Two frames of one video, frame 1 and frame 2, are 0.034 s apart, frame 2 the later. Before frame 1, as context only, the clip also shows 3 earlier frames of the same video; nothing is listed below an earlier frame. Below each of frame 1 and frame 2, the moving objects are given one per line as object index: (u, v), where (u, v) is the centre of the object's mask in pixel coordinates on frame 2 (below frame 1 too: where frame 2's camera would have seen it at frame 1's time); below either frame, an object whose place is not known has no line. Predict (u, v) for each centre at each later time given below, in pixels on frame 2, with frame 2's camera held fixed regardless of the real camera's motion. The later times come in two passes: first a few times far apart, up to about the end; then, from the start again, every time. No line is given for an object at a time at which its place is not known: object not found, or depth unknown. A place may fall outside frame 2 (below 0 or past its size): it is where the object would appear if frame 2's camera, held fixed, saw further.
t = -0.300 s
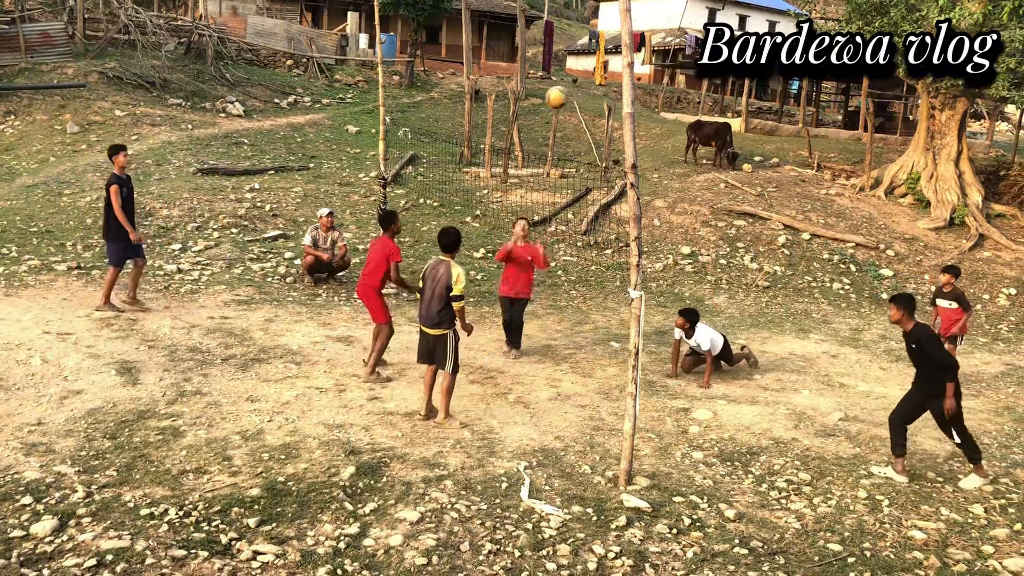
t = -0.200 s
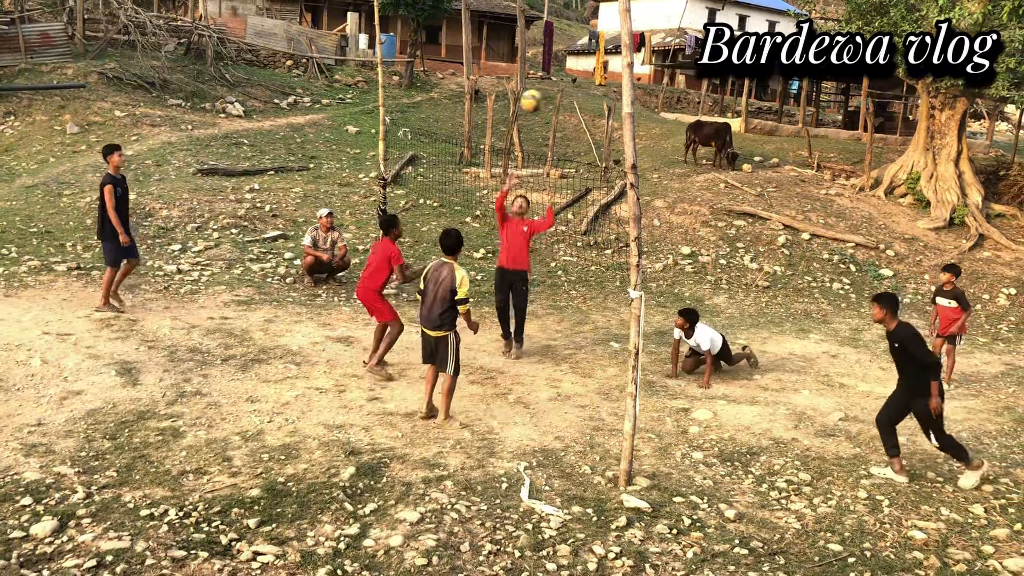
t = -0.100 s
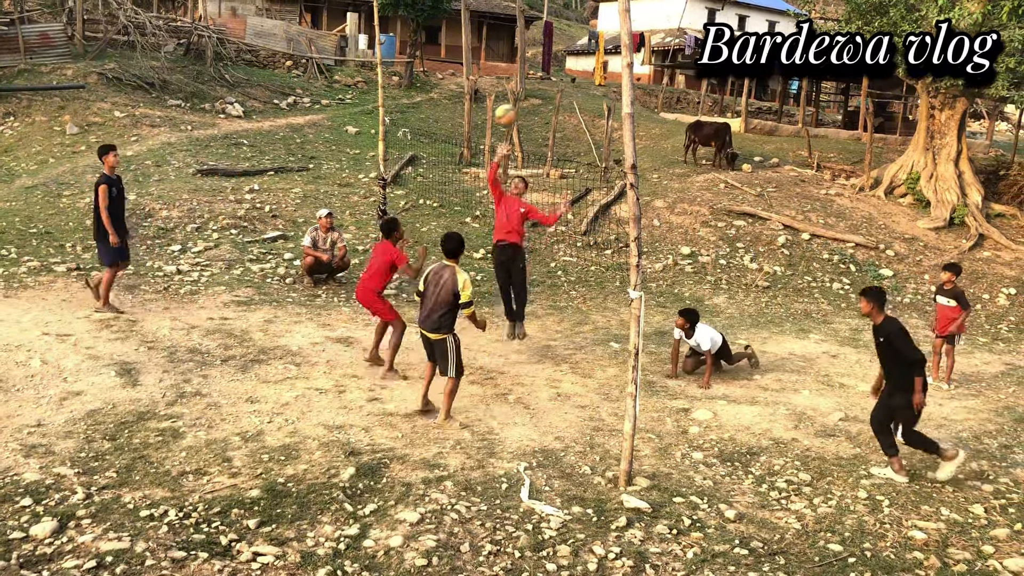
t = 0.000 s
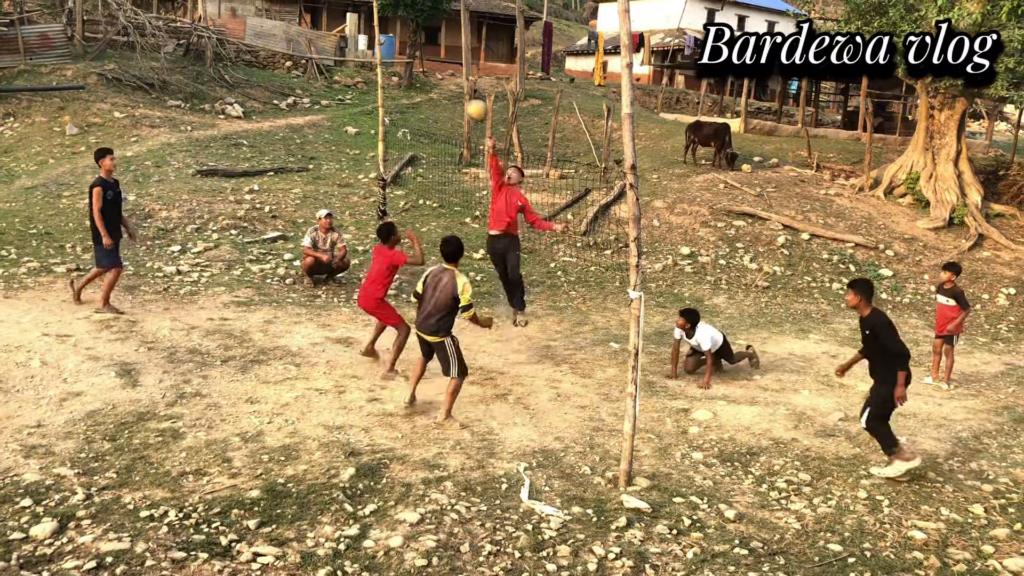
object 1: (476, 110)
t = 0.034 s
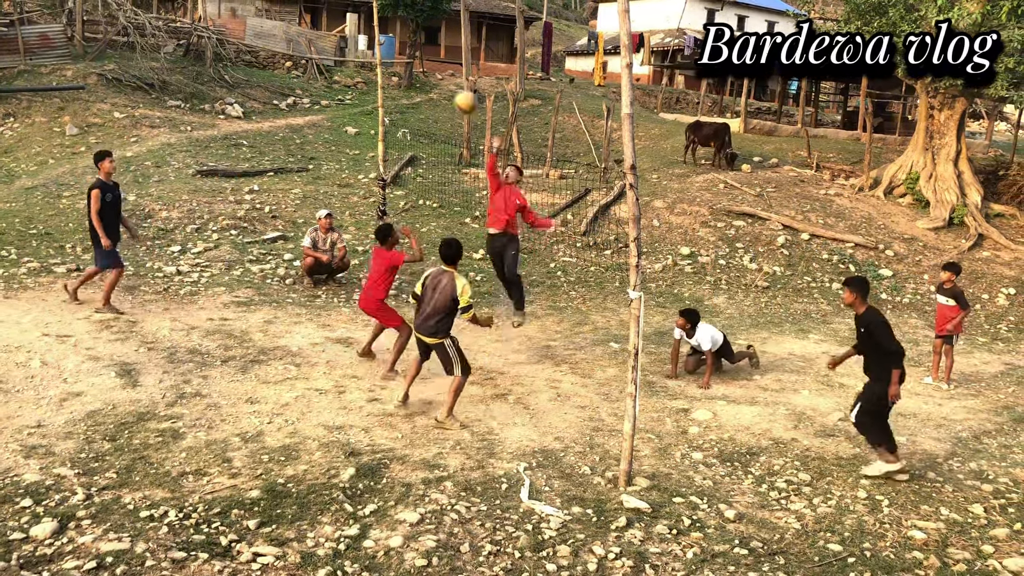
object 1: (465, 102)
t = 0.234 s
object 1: (390, 67)
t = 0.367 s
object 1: (330, 69)
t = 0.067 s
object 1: (453, 93)
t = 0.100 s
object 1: (441, 85)
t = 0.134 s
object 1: (429, 79)
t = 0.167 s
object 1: (415, 74)
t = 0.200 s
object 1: (403, 70)
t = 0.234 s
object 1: (390, 67)
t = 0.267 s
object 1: (375, 65)
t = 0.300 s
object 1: (361, 64)
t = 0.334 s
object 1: (347, 66)
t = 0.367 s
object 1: (330, 69)
